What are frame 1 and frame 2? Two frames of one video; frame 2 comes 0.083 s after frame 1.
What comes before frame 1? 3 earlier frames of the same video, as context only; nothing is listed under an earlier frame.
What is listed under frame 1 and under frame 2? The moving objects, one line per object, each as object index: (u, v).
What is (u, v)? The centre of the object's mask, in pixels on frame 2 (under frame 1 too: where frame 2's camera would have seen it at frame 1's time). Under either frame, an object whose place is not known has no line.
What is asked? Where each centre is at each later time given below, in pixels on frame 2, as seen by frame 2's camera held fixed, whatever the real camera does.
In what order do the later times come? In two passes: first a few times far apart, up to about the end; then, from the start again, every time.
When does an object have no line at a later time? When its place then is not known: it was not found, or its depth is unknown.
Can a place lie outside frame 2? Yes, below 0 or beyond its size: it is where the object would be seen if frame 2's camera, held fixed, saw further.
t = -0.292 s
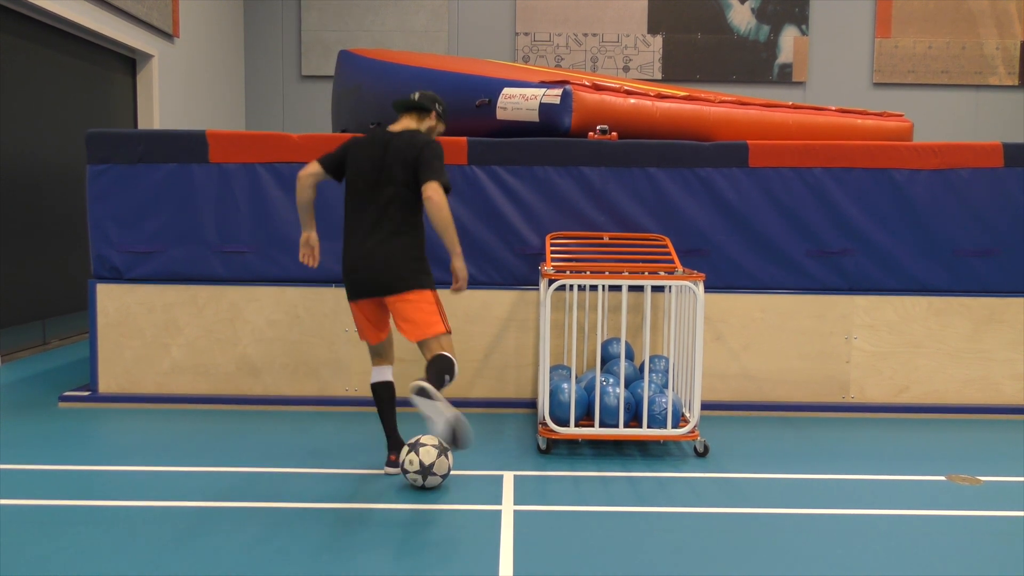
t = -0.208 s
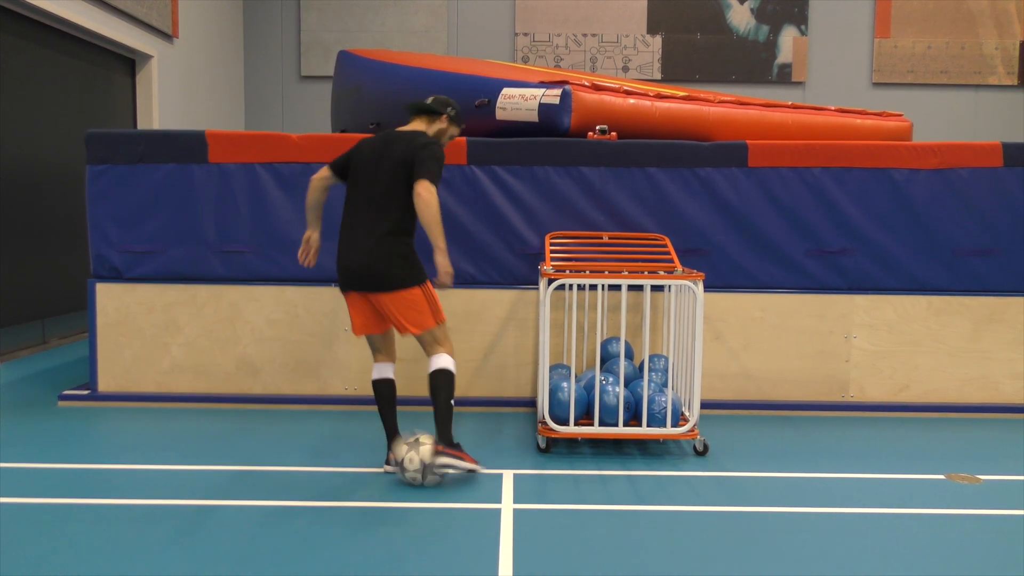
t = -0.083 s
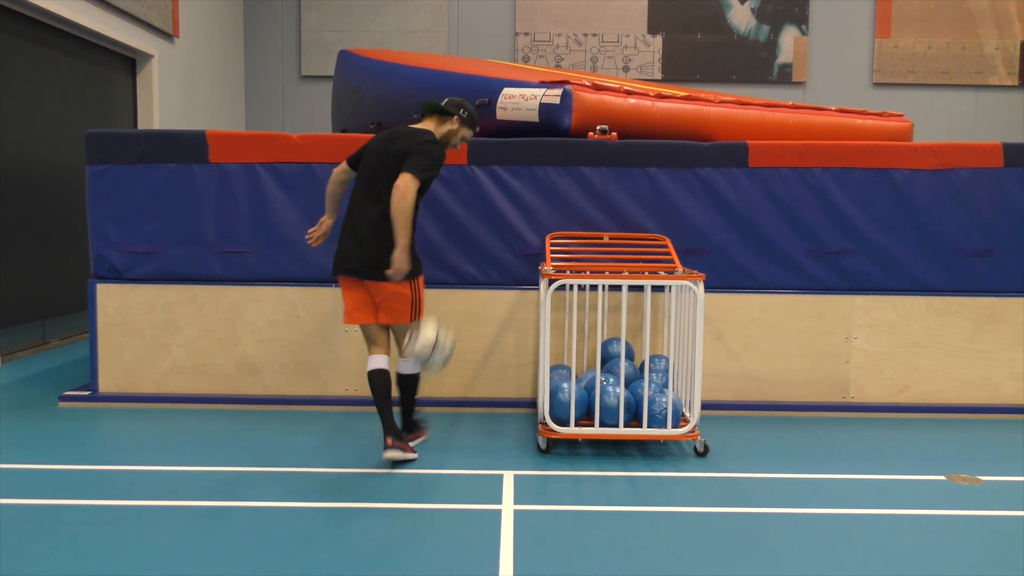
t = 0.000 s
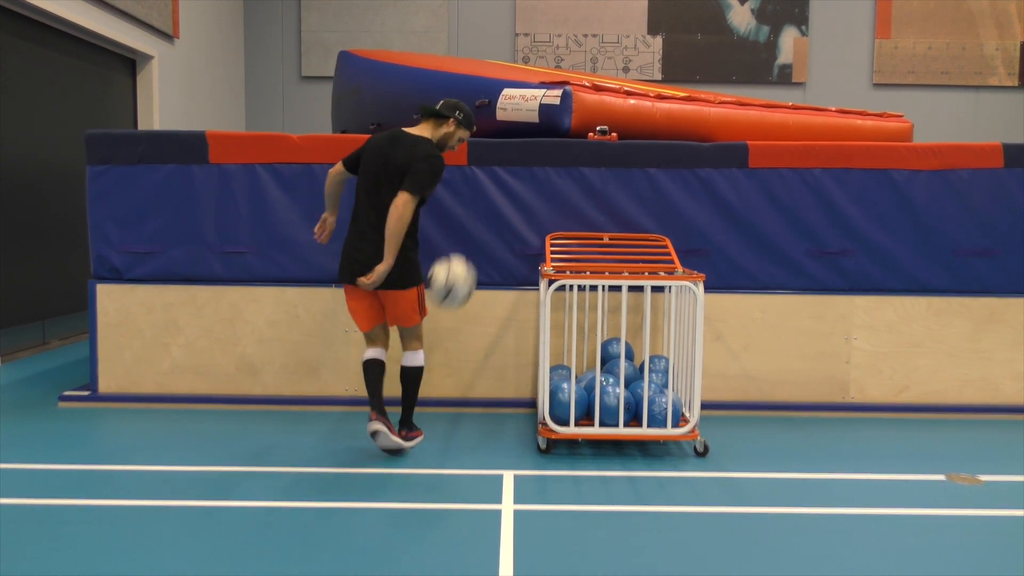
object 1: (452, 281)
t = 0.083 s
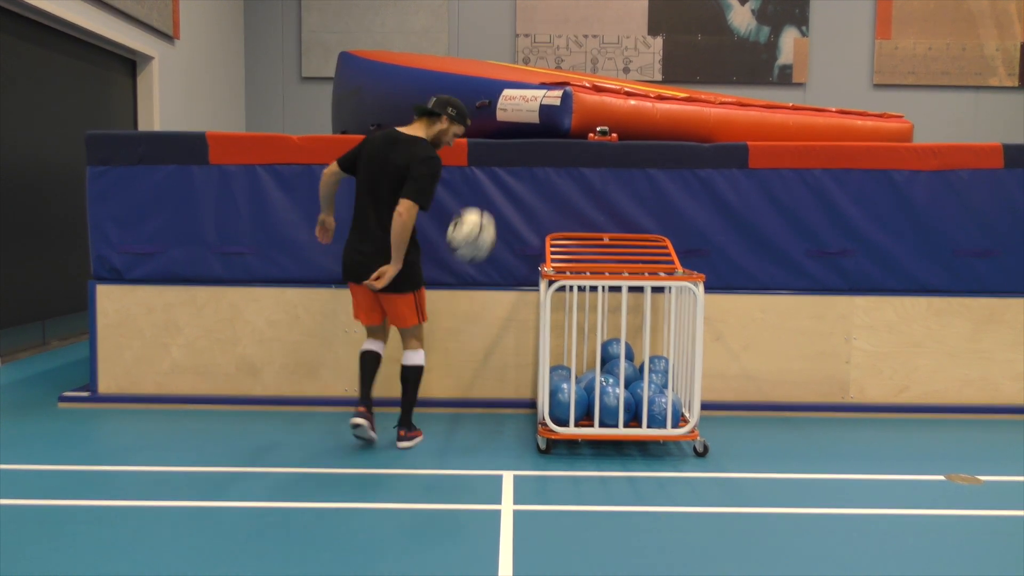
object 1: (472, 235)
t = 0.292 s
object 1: (521, 176)
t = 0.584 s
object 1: (580, 232)
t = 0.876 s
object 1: (592, 356)
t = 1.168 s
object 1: (609, 352)
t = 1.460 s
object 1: (611, 357)
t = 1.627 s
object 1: (596, 361)
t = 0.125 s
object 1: (482, 216)
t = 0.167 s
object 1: (491, 201)
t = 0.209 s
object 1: (502, 189)
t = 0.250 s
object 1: (511, 181)
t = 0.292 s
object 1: (521, 176)
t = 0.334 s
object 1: (530, 175)
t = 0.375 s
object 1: (538, 177)
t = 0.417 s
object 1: (547, 182)
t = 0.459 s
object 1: (556, 190)
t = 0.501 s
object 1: (564, 201)
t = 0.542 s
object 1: (572, 214)
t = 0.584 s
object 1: (580, 232)
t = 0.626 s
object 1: (588, 252)
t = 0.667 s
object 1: (594, 269)
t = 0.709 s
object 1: (602, 302)
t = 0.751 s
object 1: (609, 327)
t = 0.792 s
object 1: (615, 354)
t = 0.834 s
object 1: (604, 357)
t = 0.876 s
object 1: (592, 356)
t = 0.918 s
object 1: (576, 355)
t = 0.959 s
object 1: (560, 355)
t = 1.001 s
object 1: (566, 351)
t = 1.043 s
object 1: (579, 348)
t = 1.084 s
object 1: (593, 348)
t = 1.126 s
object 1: (602, 349)
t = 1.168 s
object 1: (609, 352)
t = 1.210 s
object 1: (618, 355)
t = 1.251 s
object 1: (618, 355)
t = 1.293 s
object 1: (617, 353)
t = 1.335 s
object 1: (618, 352)
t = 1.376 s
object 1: (617, 352)
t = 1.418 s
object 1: (615, 355)
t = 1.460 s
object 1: (611, 357)
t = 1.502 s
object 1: (610, 358)
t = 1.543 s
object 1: (605, 359)
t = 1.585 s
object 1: (602, 360)
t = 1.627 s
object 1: (596, 361)
